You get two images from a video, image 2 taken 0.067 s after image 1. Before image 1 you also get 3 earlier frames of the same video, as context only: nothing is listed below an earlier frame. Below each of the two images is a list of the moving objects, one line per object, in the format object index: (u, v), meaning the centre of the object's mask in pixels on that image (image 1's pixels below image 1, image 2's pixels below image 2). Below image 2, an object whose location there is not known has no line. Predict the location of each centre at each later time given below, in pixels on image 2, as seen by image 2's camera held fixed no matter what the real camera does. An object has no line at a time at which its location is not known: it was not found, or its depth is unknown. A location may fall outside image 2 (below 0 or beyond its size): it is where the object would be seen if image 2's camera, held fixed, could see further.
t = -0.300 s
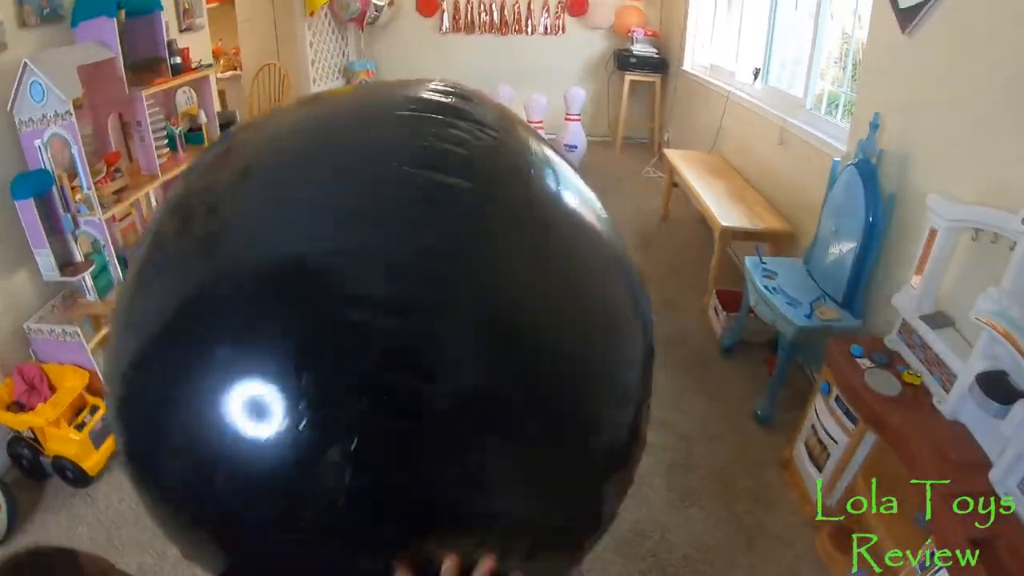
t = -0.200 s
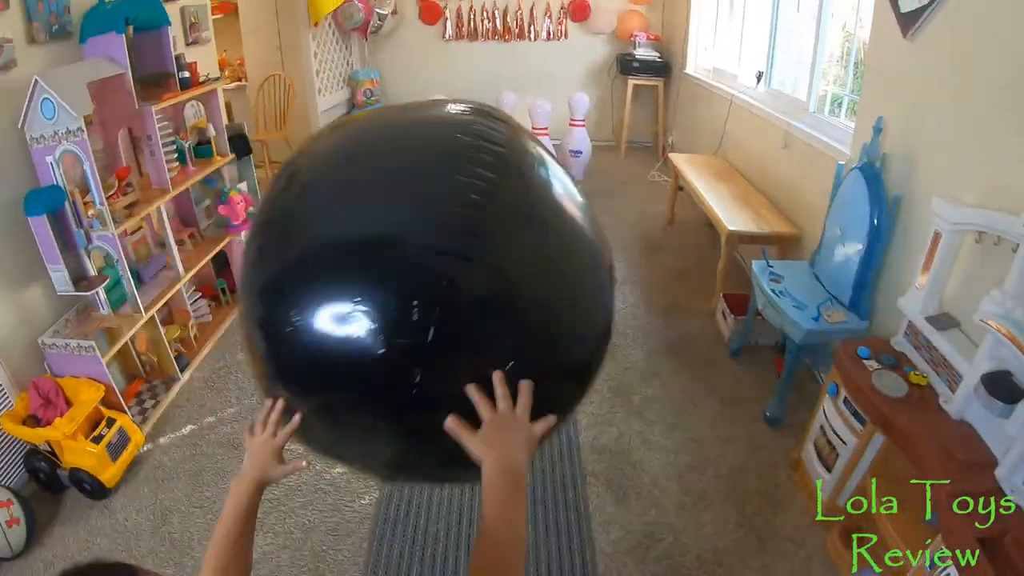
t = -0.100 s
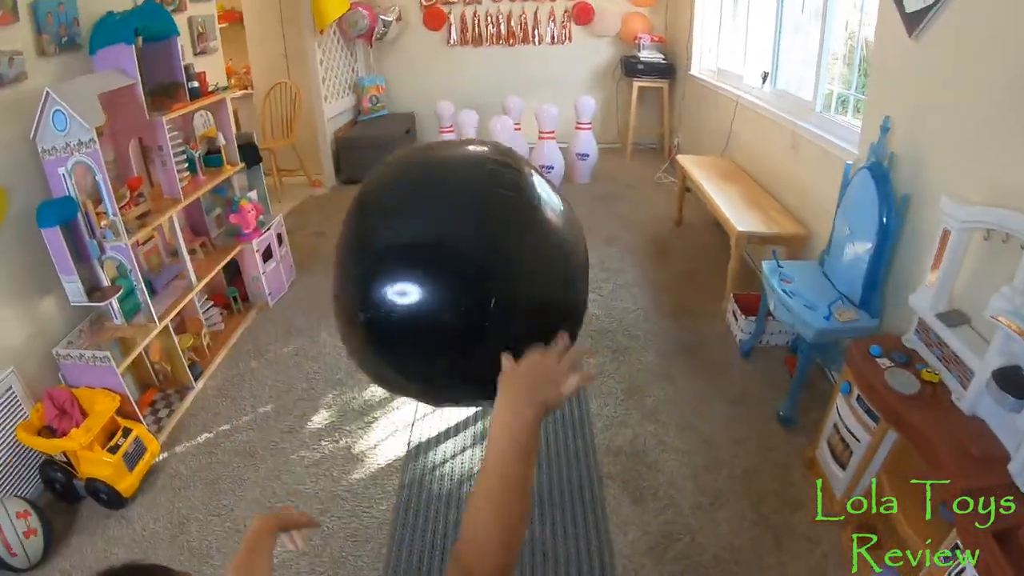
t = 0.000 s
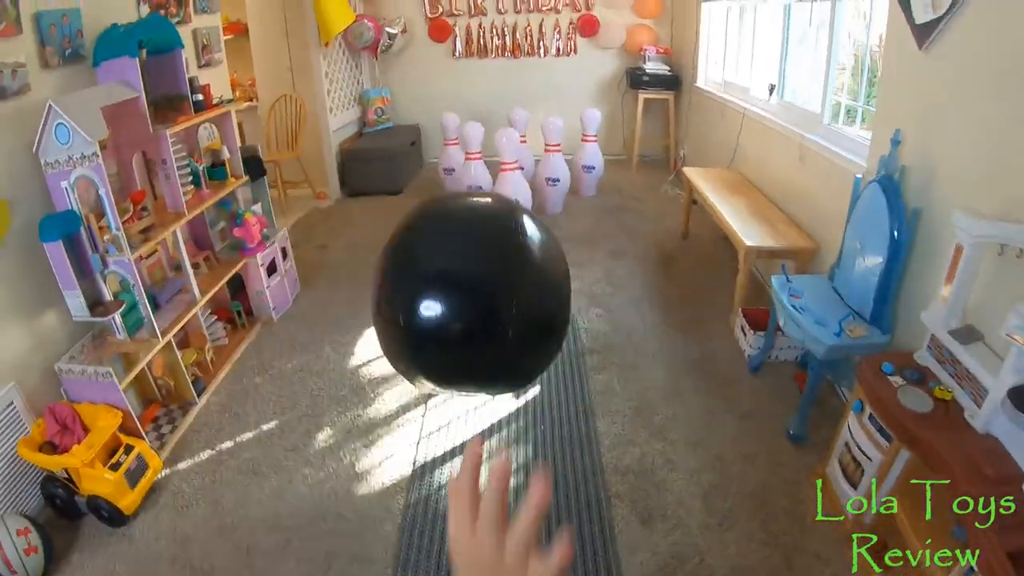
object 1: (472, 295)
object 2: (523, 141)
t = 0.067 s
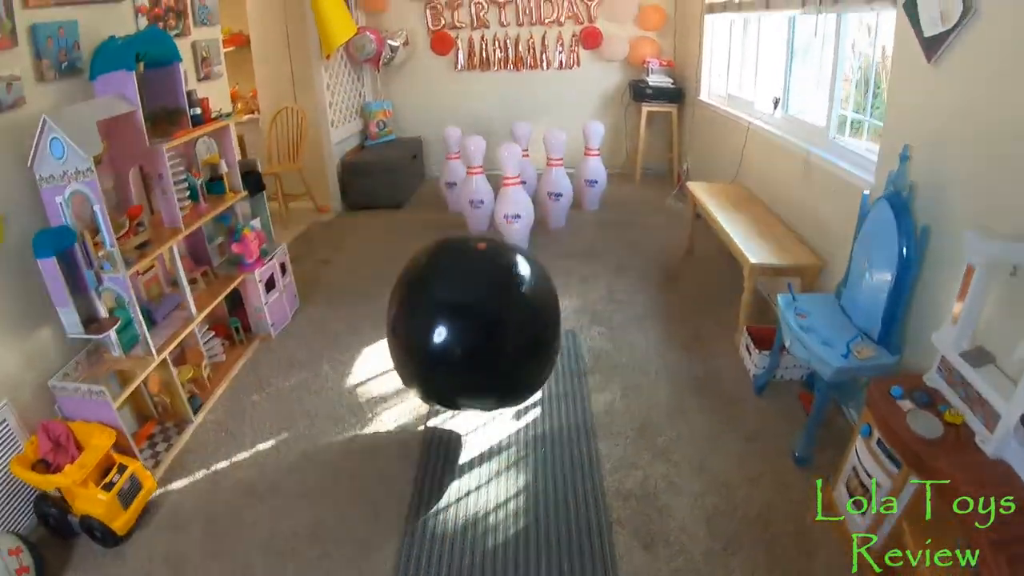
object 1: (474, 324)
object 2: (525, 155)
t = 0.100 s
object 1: (475, 329)
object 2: (525, 155)
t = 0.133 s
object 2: (526, 158)
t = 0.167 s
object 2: (525, 159)
